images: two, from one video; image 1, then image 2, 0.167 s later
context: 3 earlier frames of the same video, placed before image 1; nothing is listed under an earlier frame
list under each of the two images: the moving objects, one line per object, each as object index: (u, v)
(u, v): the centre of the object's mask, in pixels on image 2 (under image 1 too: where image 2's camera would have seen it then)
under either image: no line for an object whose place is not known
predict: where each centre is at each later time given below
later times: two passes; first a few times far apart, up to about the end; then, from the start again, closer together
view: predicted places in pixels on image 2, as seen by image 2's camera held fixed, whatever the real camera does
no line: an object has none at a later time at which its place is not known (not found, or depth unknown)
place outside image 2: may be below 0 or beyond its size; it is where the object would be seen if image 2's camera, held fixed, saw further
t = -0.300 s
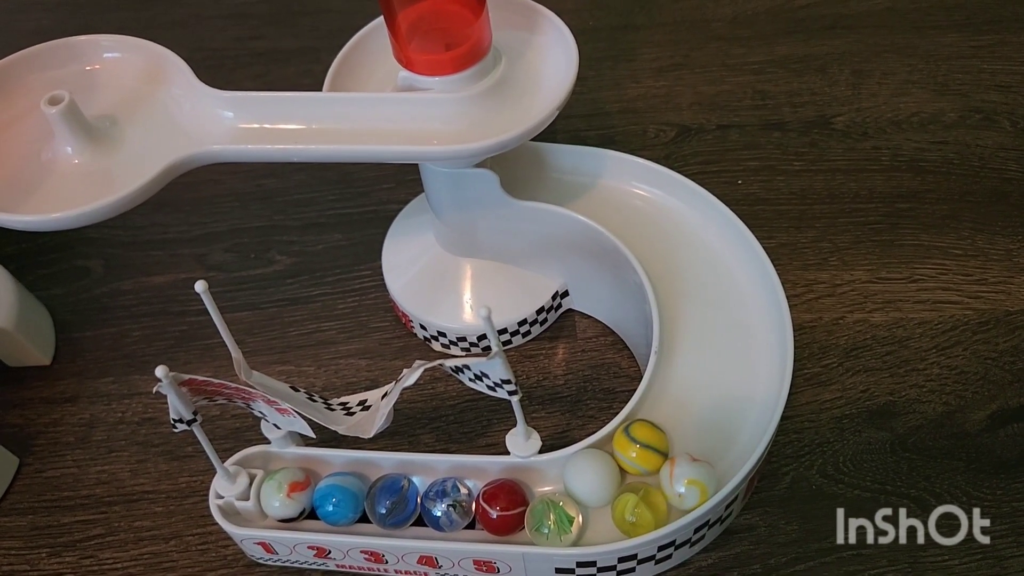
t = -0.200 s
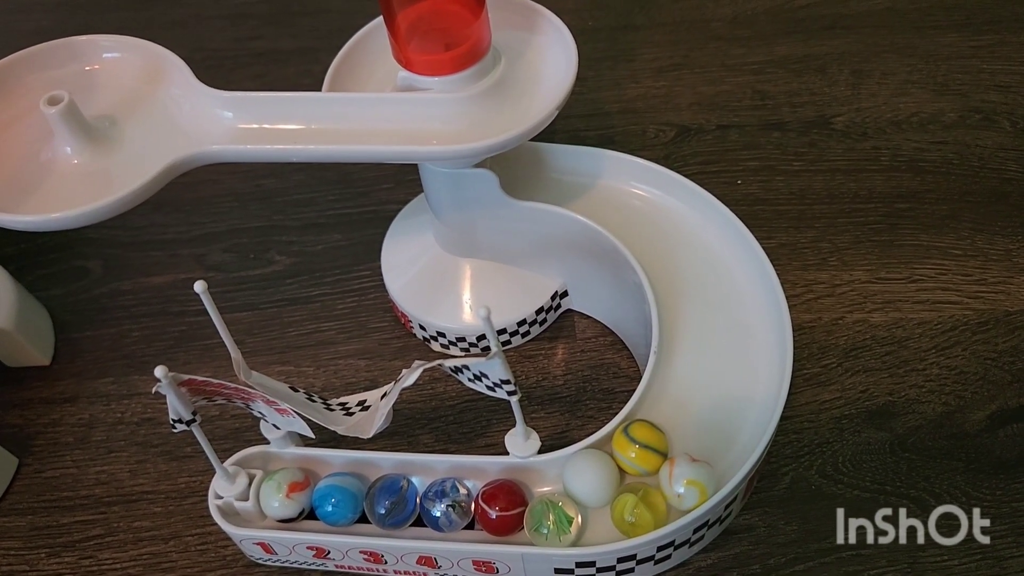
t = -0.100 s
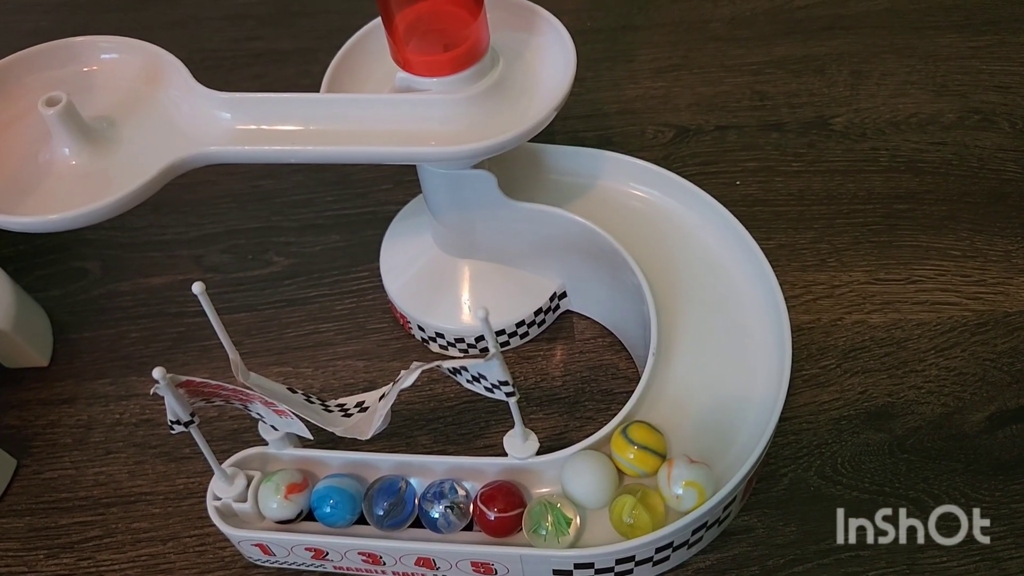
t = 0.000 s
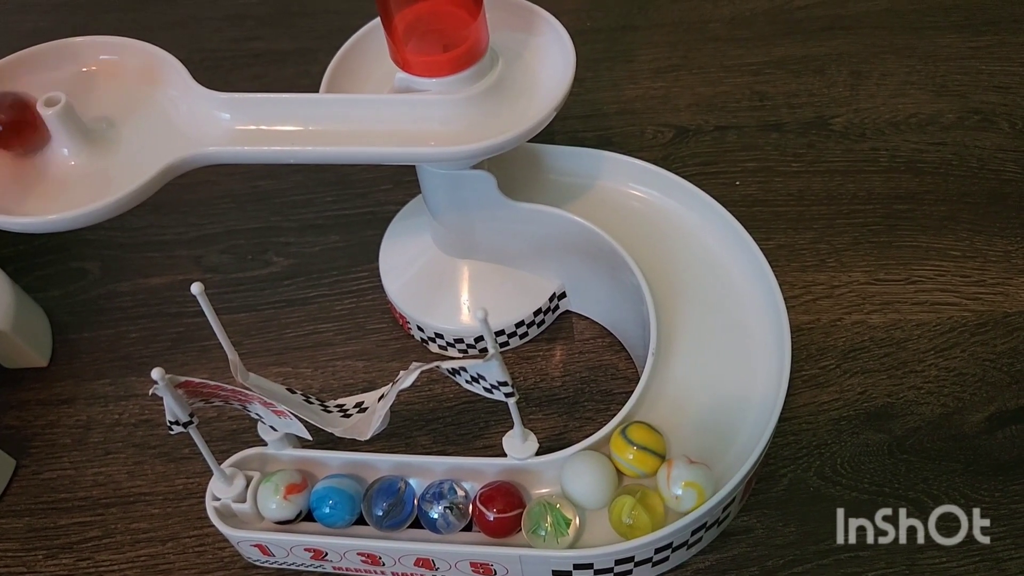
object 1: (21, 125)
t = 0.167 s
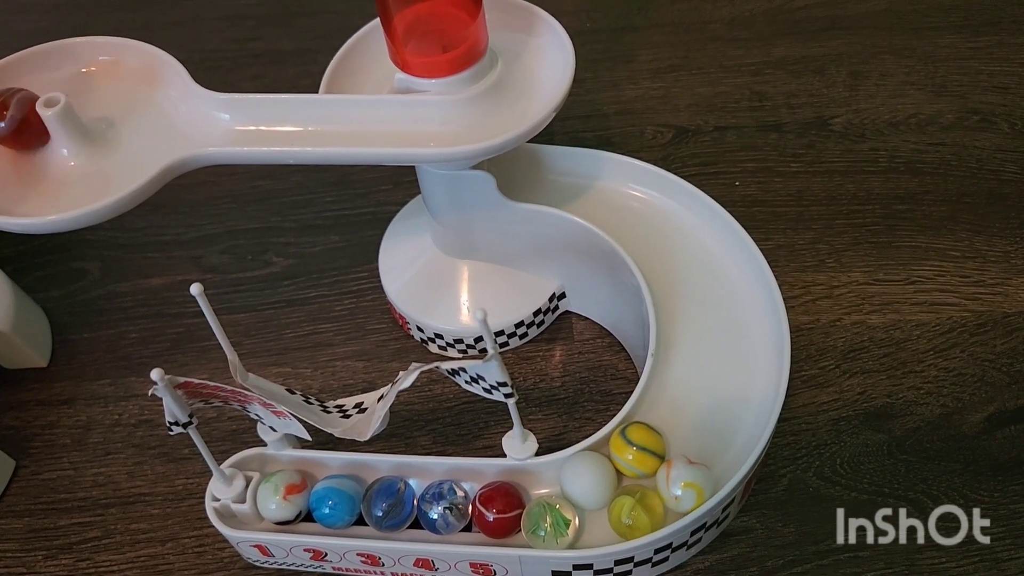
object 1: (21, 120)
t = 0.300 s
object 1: (25, 105)
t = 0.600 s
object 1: (139, 80)
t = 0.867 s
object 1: (214, 122)
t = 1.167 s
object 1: (370, 121)
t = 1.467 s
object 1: (519, 32)
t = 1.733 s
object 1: (380, 80)
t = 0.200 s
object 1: (22, 118)
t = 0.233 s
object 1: (22, 115)
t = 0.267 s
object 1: (22, 111)
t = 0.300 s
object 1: (25, 105)
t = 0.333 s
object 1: (31, 98)
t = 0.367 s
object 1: (43, 90)
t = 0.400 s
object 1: (59, 85)
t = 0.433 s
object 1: (73, 84)
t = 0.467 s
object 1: (86, 81)
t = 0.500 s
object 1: (101, 77)
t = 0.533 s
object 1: (119, 73)
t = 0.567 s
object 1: (135, 70)
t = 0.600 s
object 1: (139, 80)
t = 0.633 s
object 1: (144, 91)
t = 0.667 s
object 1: (151, 99)
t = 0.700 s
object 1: (160, 109)
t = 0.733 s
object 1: (172, 118)
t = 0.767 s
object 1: (184, 125)
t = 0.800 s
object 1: (195, 123)
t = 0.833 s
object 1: (207, 119)
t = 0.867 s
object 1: (214, 122)
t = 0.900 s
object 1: (225, 120)
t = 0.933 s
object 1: (235, 121)
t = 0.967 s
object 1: (249, 122)
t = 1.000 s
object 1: (264, 121)
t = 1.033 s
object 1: (282, 121)
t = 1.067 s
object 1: (300, 121)
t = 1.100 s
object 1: (321, 121)
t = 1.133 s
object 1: (344, 121)
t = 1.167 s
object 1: (370, 121)
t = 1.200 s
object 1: (396, 121)
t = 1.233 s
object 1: (424, 122)
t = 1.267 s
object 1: (453, 121)
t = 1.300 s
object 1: (480, 115)
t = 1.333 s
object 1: (507, 105)
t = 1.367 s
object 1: (526, 88)
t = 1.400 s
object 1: (537, 69)
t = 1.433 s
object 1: (534, 48)
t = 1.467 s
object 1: (519, 32)
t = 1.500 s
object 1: (500, 21)
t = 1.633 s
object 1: (360, 73)
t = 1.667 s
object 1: (357, 80)
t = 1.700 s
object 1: (374, 75)
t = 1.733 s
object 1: (380, 80)
